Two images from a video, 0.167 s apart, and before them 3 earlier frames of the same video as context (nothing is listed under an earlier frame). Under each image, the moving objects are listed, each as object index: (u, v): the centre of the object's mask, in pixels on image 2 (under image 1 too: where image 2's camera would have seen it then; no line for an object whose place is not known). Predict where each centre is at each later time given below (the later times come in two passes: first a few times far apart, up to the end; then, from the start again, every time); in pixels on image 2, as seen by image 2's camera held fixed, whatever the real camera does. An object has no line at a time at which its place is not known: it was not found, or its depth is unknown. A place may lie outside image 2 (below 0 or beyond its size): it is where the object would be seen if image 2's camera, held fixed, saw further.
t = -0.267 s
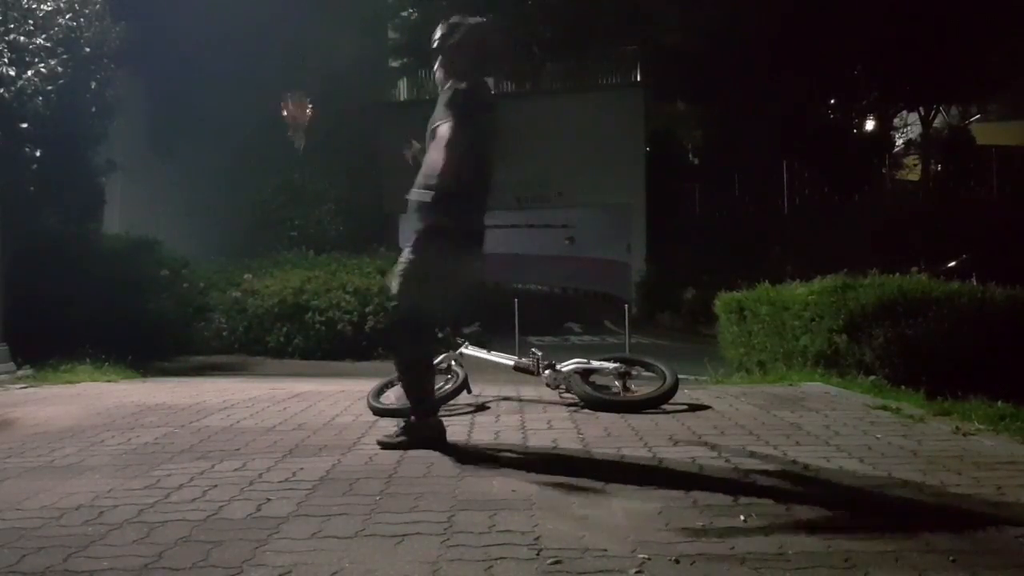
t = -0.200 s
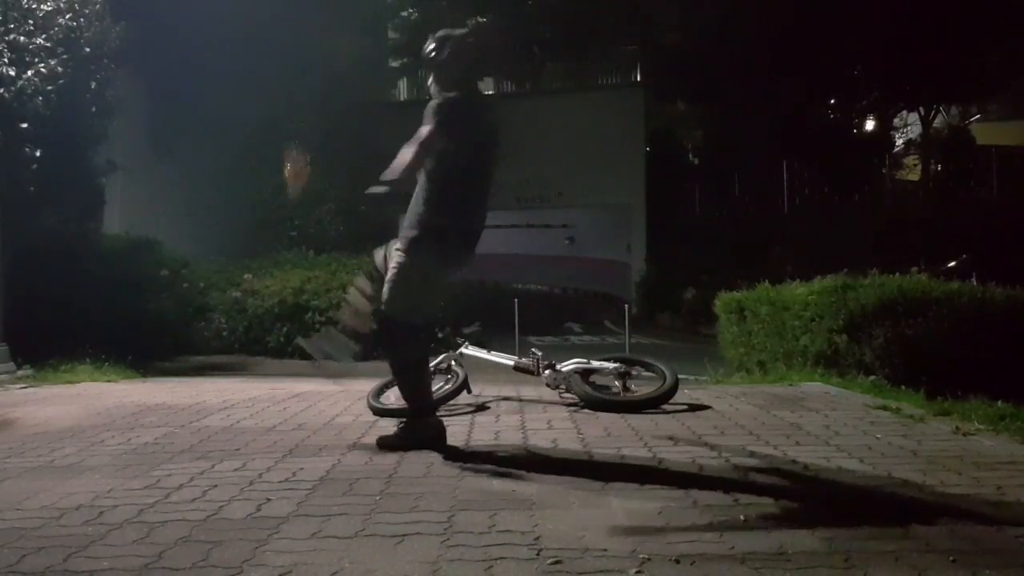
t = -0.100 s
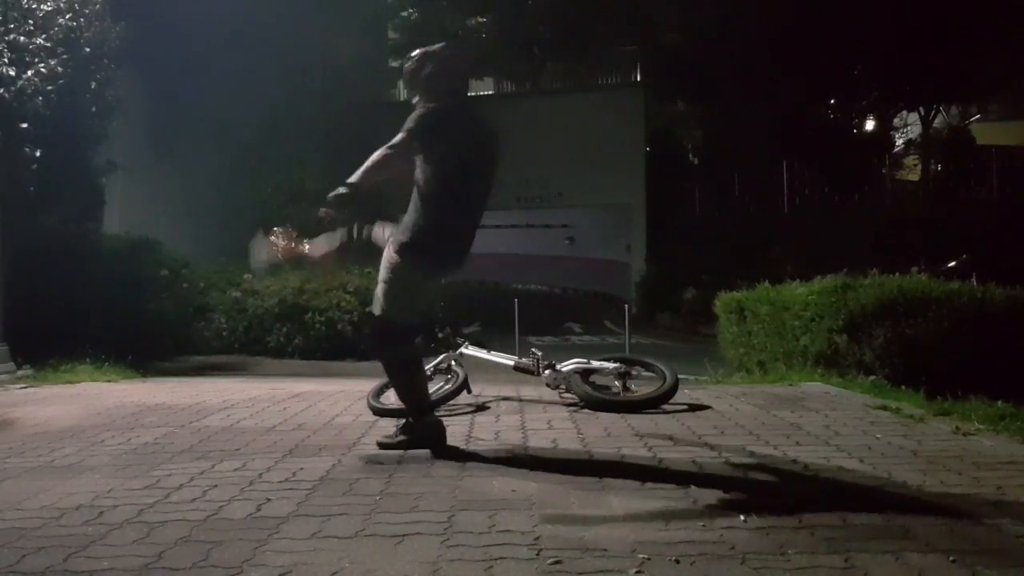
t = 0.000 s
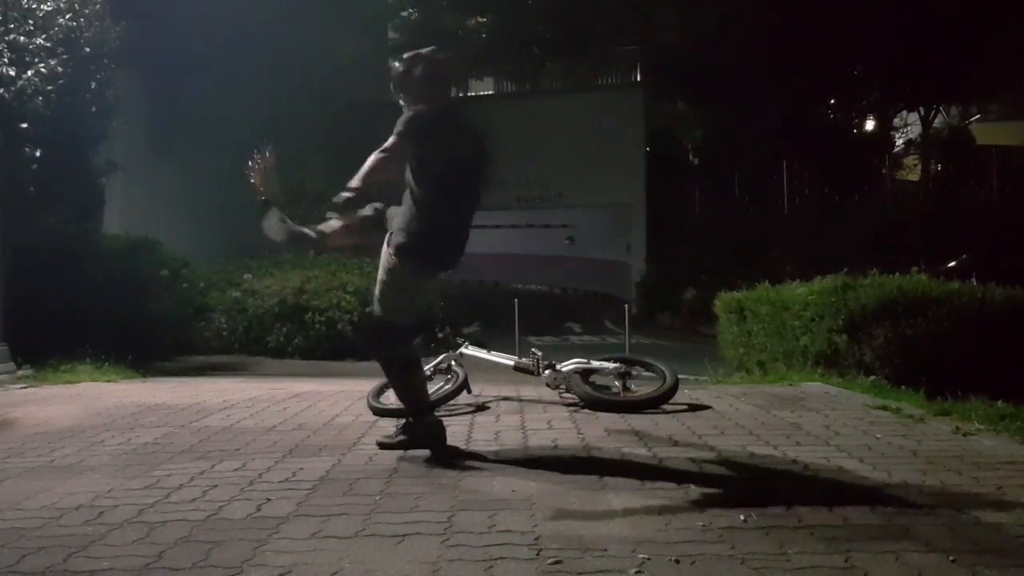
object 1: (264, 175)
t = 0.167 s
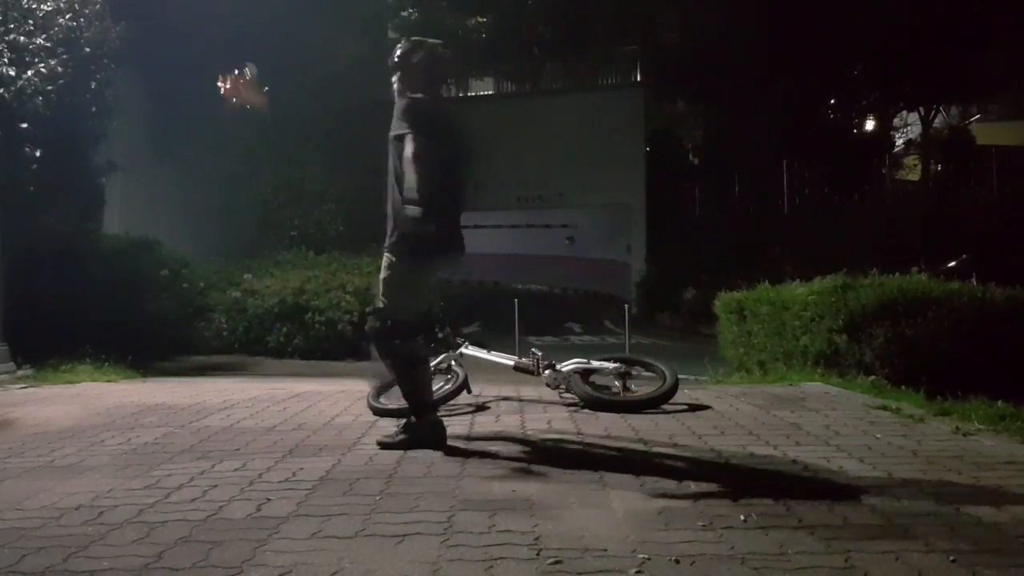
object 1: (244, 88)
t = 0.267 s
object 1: (236, 69)
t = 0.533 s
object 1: (217, 102)
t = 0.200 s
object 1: (241, 79)
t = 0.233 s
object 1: (237, 73)
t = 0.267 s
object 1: (236, 69)
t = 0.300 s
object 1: (234, 68)
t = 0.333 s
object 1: (232, 68)
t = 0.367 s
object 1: (229, 70)
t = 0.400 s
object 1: (227, 75)
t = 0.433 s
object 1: (227, 81)
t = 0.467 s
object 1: (226, 86)
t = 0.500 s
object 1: (220, 94)
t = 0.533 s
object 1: (217, 102)
